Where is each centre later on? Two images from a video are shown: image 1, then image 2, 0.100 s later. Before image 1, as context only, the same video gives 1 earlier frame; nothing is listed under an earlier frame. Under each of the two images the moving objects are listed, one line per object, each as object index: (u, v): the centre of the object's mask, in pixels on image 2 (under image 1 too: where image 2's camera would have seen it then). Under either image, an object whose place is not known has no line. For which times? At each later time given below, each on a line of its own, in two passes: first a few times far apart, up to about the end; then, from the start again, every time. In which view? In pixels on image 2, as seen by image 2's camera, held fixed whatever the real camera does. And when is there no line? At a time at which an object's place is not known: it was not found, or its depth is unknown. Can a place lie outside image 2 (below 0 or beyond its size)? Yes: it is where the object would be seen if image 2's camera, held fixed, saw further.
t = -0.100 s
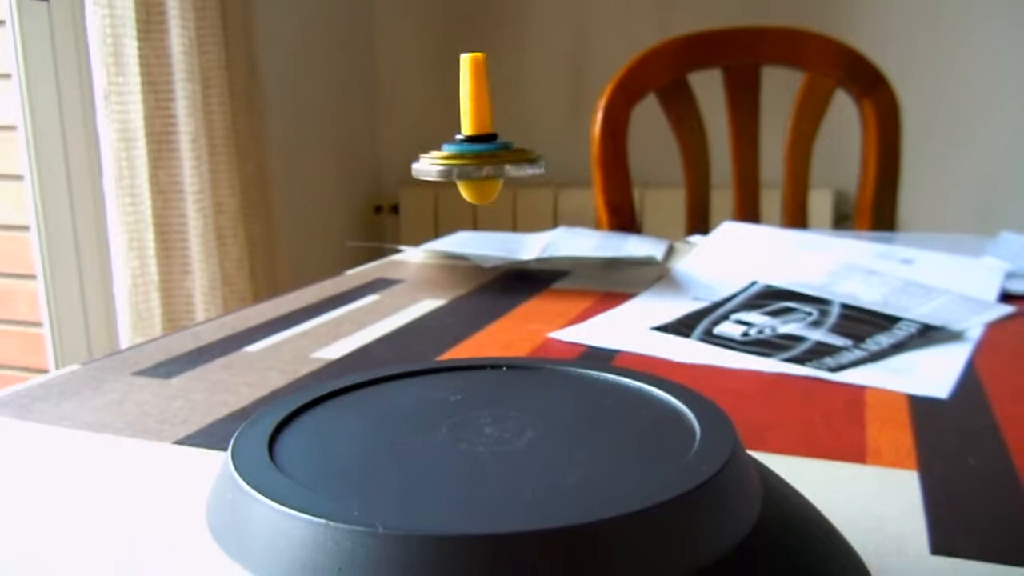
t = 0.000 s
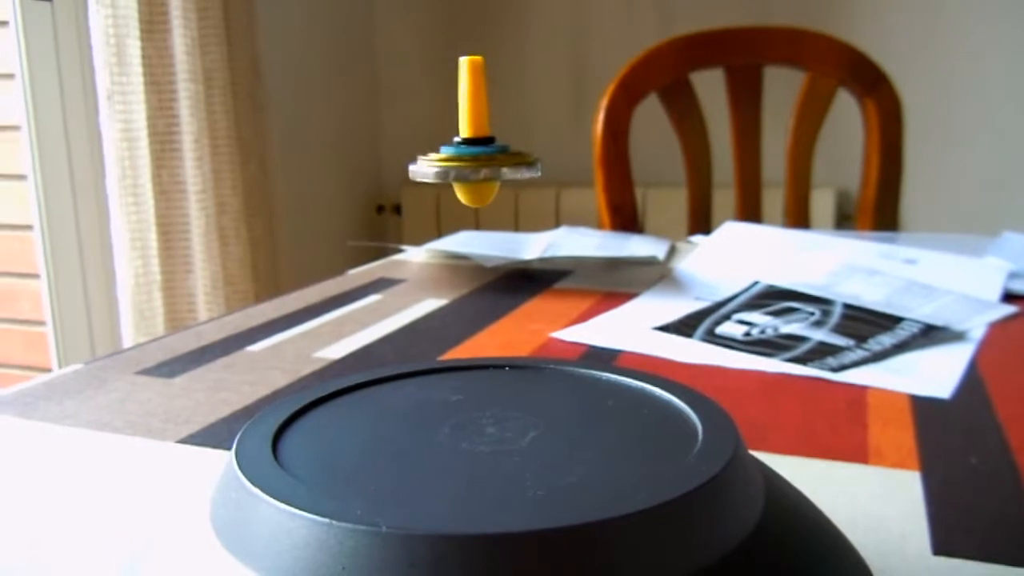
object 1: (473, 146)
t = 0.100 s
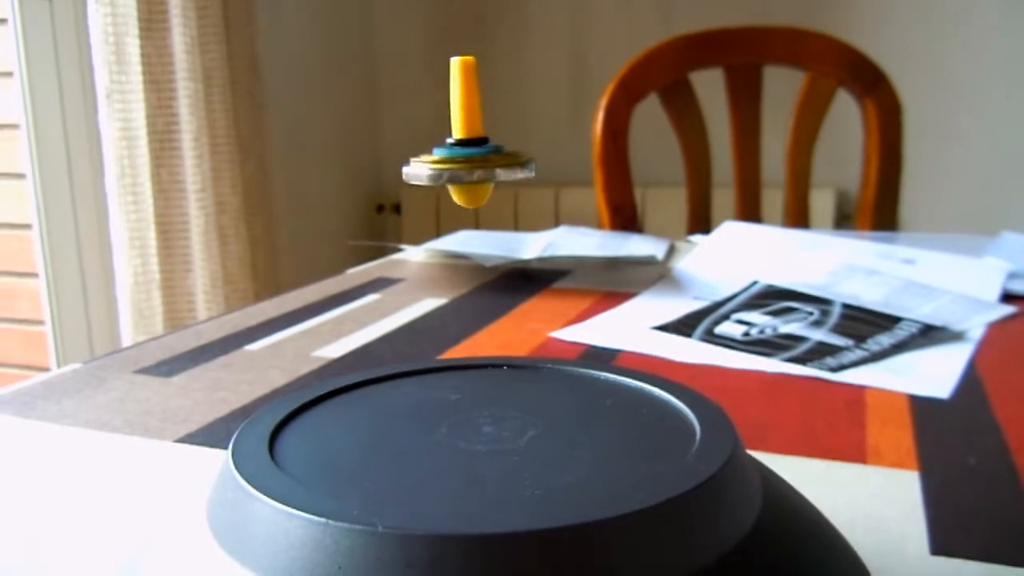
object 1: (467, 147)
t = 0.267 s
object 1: (466, 146)
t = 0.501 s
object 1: (474, 140)
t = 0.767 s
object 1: (474, 136)
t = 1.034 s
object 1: (454, 136)
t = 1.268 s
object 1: (438, 140)
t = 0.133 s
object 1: (466, 147)
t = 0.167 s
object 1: (466, 148)
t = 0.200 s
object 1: (466, 147)
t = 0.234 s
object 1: (465, 147)
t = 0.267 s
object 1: (466, 146)
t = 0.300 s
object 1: (467, 144)
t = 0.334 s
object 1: (468, 144)
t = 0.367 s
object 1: (469, 143)
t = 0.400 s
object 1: (470, 141)
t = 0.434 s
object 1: (471, 142)
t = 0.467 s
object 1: (472, 140)
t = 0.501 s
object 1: (474, 140)
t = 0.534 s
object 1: (475, 138)
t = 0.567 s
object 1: (475, 137)
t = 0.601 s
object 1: (475, 137)
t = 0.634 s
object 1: (475, 138)
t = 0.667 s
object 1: (475, 137)
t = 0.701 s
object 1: (475, 137)
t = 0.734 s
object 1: (475, 137)
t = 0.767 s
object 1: (474, 136)
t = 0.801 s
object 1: (473, 136)
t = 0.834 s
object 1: (472, 135)
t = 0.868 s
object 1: (470, 134)
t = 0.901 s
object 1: (469, 135)
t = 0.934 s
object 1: (466, 136)
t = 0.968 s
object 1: (461, 137)
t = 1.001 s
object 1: (457, 137)
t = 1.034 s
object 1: (454, 136)
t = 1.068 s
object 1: (451, 135)
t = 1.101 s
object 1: (449, 135)
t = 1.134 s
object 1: (446, 136)
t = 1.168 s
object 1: (443, 136)
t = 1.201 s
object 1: (442, 137)
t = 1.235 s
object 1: (440, 137)
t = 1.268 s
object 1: (438, 140)
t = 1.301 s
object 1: (436, 143)
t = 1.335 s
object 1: (434, 144)
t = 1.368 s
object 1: (432, 147)
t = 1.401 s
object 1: (431, 149)
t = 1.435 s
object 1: (430, 150)
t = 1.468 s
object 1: (429, 151)
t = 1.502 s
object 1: (427, 152)
